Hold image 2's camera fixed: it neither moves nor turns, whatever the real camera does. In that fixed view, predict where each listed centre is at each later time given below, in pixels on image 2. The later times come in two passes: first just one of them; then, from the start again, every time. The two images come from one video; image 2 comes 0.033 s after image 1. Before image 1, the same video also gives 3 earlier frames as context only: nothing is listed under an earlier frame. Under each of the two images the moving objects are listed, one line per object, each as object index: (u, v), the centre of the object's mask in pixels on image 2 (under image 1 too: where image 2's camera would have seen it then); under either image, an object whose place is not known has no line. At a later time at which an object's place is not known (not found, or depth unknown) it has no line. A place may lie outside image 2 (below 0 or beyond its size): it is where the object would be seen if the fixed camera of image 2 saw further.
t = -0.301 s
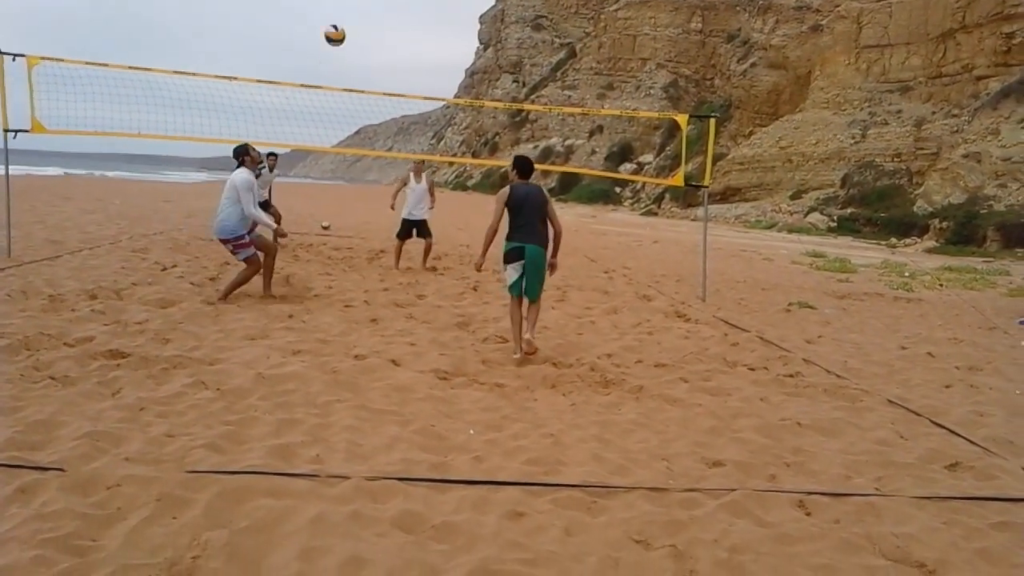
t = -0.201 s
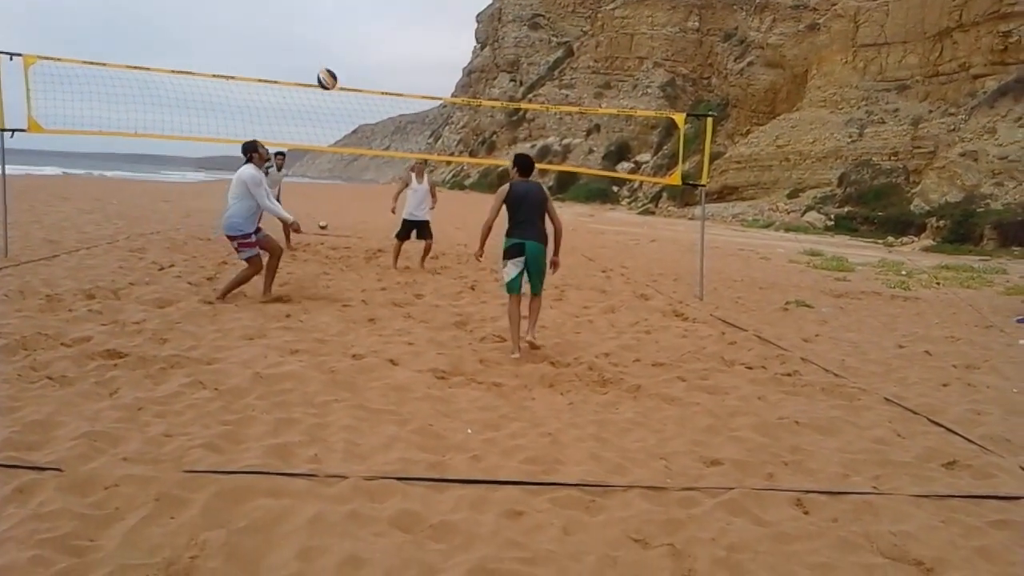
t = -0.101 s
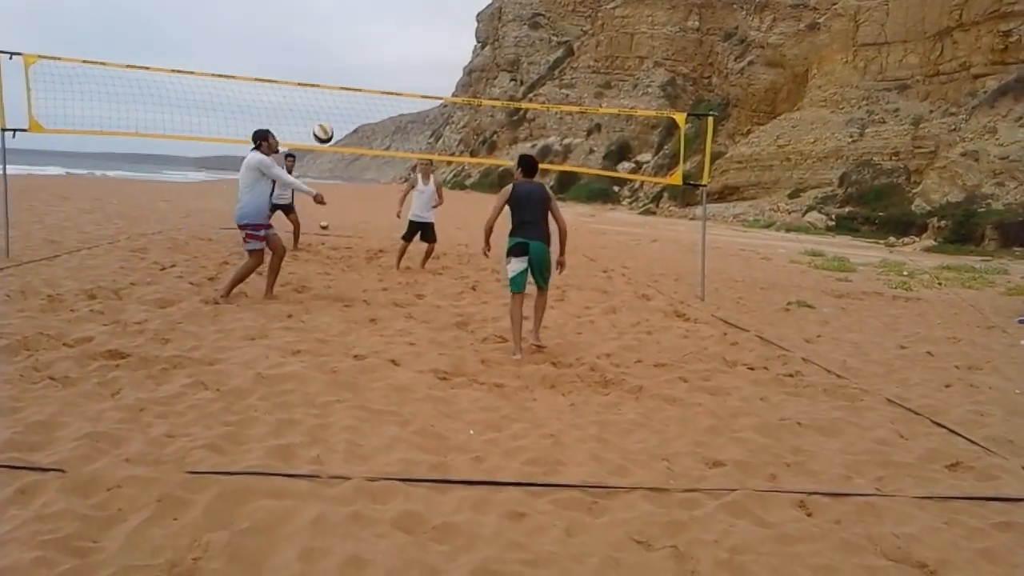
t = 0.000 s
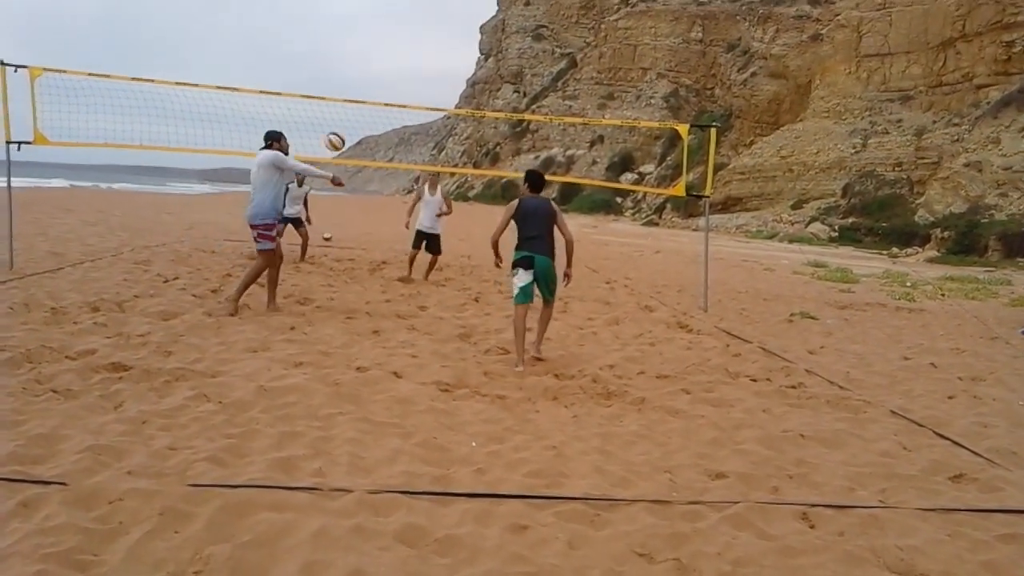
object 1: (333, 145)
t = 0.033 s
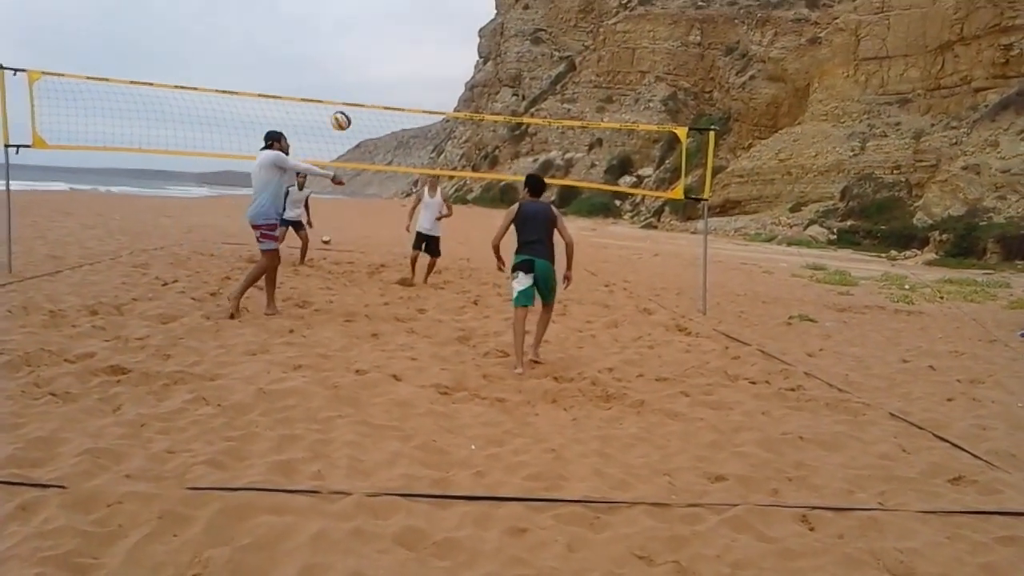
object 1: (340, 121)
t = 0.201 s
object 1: (377, 12)
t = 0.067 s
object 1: (348, 98)
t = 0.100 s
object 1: (355, 75)
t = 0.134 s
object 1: (362, 53)
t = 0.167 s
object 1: (369, 32)
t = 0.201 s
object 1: (377, 12)
